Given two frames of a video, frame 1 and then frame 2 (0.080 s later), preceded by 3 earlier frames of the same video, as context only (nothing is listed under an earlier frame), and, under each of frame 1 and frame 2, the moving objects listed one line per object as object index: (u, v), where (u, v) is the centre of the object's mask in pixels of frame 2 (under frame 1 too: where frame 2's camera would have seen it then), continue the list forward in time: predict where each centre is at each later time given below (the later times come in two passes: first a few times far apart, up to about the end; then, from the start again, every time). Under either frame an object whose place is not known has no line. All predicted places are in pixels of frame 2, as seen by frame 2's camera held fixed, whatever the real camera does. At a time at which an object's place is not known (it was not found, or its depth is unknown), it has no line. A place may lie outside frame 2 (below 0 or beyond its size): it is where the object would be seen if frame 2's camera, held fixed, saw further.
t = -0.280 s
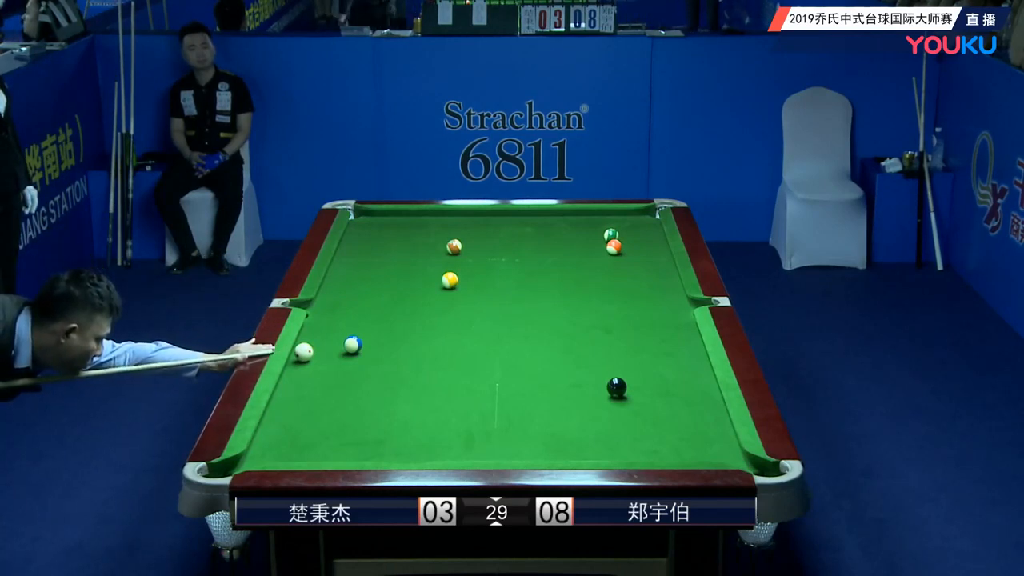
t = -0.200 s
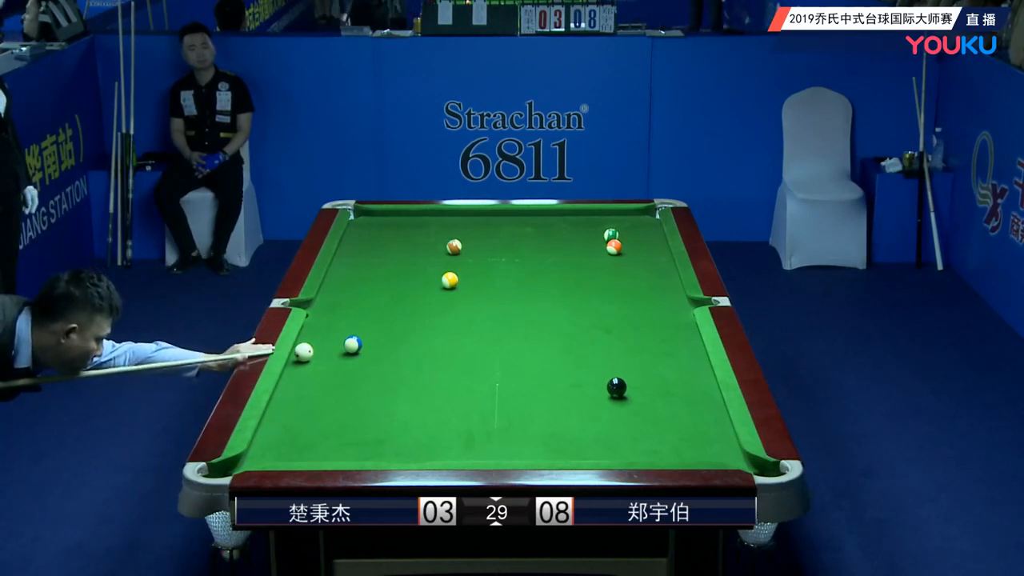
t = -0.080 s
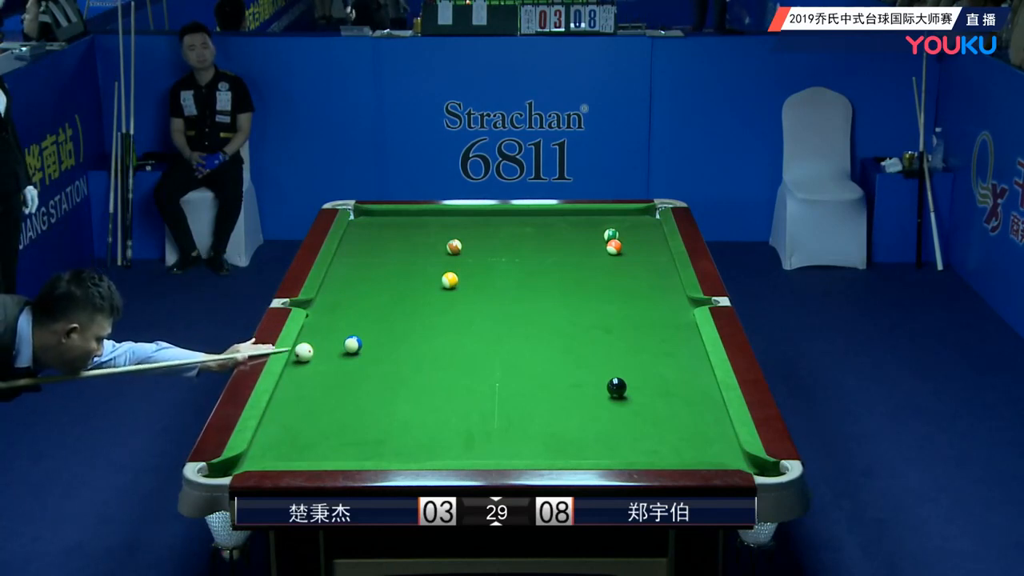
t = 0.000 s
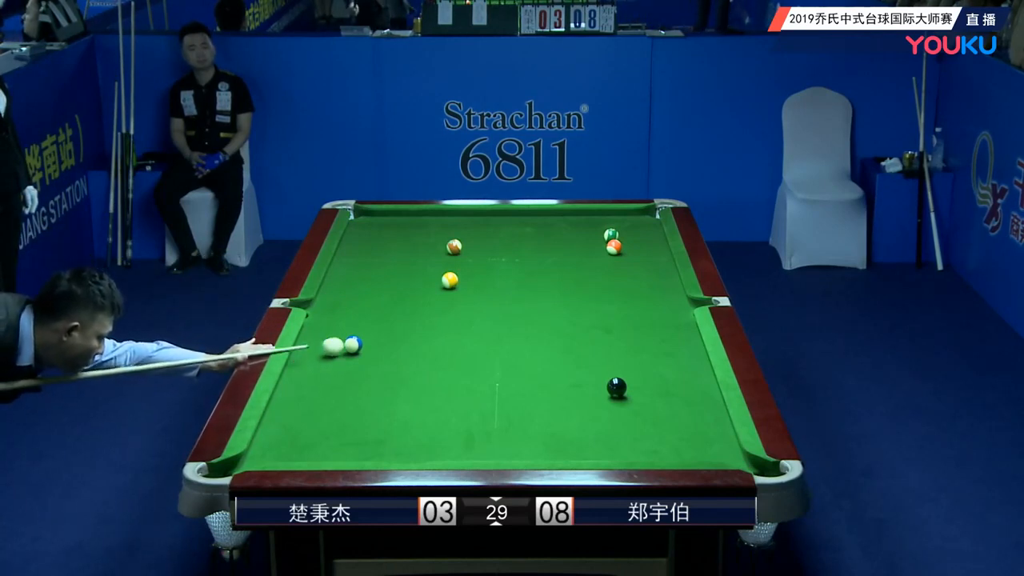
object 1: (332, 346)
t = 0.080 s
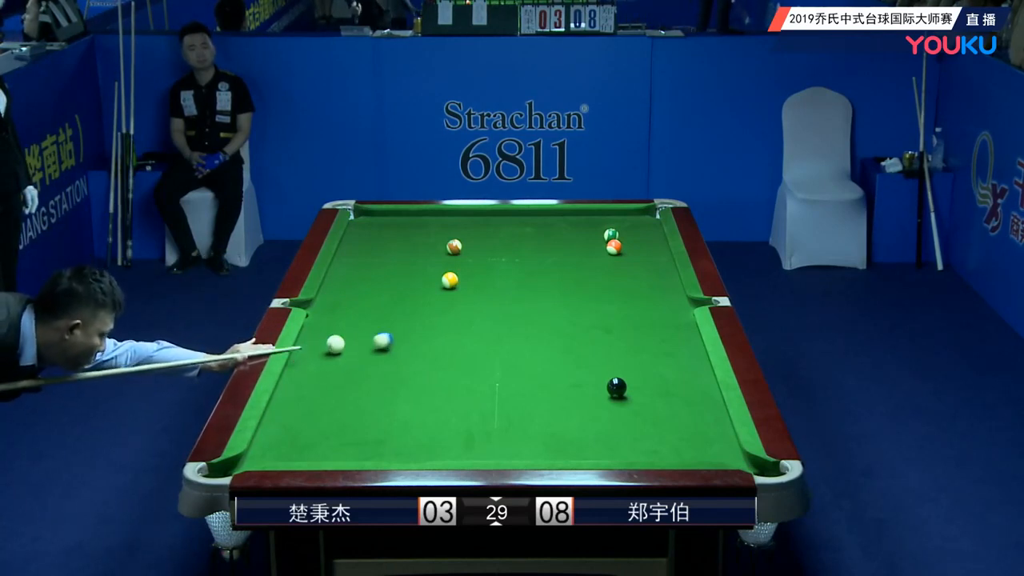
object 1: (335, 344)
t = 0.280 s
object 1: (351, 337)
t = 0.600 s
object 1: (378, 326)
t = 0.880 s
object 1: (399, 318)
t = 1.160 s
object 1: (417, 310)
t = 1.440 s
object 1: (433, 304)
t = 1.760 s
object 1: (450, 297)
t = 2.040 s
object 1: (462, 293)
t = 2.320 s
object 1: (472, 289)
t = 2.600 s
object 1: (481, 286)
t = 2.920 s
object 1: (489, 283)
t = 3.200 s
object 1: (495, 282)
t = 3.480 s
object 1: (499, 281)
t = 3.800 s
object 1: (501, 281)
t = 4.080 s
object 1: (502, 281)
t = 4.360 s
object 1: (501, 281)
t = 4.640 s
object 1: (502, 281)
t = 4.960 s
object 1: (501, 281)
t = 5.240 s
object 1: (502, 281)
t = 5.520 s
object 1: (501, 281)
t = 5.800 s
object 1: (501, 281)
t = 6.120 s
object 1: (501, 280)
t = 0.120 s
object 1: (337, 343)
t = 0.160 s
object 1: (340, 341)
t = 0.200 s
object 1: (344, 340)
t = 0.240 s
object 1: (348, 338)
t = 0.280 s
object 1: (351, 337)
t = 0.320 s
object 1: (355, 336)
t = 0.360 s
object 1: (359, 334)
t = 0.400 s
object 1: (362, 333)
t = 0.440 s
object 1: (365, 331)
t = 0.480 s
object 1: (368, 330)
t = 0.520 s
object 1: (372, 329)
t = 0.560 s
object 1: (375, 327)
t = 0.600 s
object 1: (378, 326)
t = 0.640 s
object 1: (381, 325)
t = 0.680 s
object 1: (384, 324)
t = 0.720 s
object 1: (387, 322)
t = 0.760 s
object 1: (390, 321)
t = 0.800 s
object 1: (393, 320)
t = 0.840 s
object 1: (396, 319)
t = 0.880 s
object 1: (399, 318)
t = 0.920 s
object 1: (401, 316)
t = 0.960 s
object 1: (404, 316)
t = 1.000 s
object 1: (406, 314)
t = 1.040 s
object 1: (409, 313)
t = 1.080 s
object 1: (412, 312)
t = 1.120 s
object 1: (414, 311)
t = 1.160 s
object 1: (417, 310)
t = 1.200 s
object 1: (419, 309)
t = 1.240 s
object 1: (422, 308)
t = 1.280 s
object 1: (424, 307)
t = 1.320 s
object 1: (426, 306)
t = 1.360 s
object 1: (429, 305)
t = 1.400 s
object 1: (431, 304)
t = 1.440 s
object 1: (433, 304)
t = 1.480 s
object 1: (435, 303)
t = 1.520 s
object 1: (437, 302)
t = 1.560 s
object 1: (439, 301)
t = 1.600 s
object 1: (442, 300)
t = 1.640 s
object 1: (444, 300)
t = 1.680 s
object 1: (446, 299)
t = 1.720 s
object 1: (448, 298)
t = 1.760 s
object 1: (450, 297)
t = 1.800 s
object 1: (452, 296)
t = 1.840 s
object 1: (453, 296)
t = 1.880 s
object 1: (455, 295)
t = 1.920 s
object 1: (457, 295)
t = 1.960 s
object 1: (458, 294)
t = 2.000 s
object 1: (460, 293)
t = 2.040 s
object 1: (462, 293)
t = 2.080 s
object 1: (464, 292)
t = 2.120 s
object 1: (465, 292)
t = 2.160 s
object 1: (467, 291)
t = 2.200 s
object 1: (468, 291)
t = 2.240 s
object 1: (469, 290)
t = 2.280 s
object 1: (471, 289)
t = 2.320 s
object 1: (472, 289)
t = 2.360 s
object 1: (474, 288)
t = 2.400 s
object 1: (475, 288)
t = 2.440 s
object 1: (476, 287)
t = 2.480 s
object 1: (478, 287)
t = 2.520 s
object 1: (479, 287)
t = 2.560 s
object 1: (480, 286)
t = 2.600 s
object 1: (481, 286)
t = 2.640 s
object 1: (482, 286)
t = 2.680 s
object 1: (483, 285)
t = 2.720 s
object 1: (484, 285)
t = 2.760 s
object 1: (485, 284)
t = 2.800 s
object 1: (486, 284)
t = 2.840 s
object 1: (487, 284)
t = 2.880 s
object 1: (488, 284)
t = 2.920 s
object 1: (489, 283)
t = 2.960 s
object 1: (490, 283)
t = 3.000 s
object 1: (491, 283)
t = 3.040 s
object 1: (492, 283)
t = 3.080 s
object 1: (493, 282)
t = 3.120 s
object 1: (493, 282)
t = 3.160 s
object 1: (494, 282)
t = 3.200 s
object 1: (495, 282)
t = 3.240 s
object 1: (496, 281)
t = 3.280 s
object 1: (496, 281)
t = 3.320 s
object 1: (497, 281)
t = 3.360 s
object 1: (497, 281)
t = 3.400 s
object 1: (498, 281)
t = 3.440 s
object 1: (498, 281)
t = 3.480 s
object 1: (499, 281)
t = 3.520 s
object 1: (499, 281)
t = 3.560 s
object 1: (500, 281)
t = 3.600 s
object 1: (500, 281)
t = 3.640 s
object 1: (501, 281)
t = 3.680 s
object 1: (501, 280)
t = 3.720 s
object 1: (501, 280)
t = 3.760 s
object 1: (501, 281)
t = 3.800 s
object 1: (501, 281)
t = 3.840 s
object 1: (502, 281)
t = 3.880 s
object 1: (501, 280)
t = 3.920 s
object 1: (502, 281)
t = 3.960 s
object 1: (502, 281)
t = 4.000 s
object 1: (502, 280)
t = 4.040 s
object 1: (501, 281)
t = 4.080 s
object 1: (502, 281)
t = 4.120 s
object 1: (502, 280)
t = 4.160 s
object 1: (502, 281)
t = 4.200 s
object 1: (501, 281)
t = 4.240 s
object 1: (501, 281)
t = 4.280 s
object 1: (501, 281)
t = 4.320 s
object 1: (501, 281)
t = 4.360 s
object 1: (501, 281)
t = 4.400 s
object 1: (502, 281)
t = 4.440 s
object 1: (502, 281)
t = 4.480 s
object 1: (501, 281)
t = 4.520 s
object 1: (502, 281)
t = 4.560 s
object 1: (502, 281)
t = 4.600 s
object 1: (502, 281)
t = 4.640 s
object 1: (502, 281)
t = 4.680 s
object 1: (502, 281)
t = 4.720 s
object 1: (502, 281)
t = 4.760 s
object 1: (501, 281)
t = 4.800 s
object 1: (501, 281)
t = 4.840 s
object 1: (501, 281)
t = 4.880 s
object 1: (501, 281)
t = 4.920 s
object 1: (501, 281)
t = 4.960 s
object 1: (501, 281)
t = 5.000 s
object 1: (501, 281)
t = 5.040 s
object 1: (501, 281)
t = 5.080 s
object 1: (501, 281)
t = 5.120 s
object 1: (502, 281)
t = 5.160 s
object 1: (502, 281)
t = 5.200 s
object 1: (502, 281)
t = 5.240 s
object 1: (502, 281)
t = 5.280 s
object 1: (502, 281)
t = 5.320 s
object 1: (502, 280)
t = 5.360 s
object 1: (501, 280)
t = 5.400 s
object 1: (501, 280)
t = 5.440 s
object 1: (501, 281)
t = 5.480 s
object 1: (501, 281)
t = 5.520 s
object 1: (501, 281)
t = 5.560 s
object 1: (501, 281)
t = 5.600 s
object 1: (502, 281)
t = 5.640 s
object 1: (502, 280)
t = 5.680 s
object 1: (501, 281)
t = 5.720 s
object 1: (501, 281)
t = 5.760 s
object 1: (502, 281)
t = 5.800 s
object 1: (501, 281)
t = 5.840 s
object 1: (501, 281)
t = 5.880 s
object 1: (501, 281)
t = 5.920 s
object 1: (501, 281)
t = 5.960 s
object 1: (501, 281)
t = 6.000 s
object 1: (501, 281)
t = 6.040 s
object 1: (502, 280)
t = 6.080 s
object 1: (502, 280)
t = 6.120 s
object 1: (501, 280)
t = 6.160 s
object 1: (501, 280)
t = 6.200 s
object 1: (501, 280)
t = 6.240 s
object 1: (501, 280)
